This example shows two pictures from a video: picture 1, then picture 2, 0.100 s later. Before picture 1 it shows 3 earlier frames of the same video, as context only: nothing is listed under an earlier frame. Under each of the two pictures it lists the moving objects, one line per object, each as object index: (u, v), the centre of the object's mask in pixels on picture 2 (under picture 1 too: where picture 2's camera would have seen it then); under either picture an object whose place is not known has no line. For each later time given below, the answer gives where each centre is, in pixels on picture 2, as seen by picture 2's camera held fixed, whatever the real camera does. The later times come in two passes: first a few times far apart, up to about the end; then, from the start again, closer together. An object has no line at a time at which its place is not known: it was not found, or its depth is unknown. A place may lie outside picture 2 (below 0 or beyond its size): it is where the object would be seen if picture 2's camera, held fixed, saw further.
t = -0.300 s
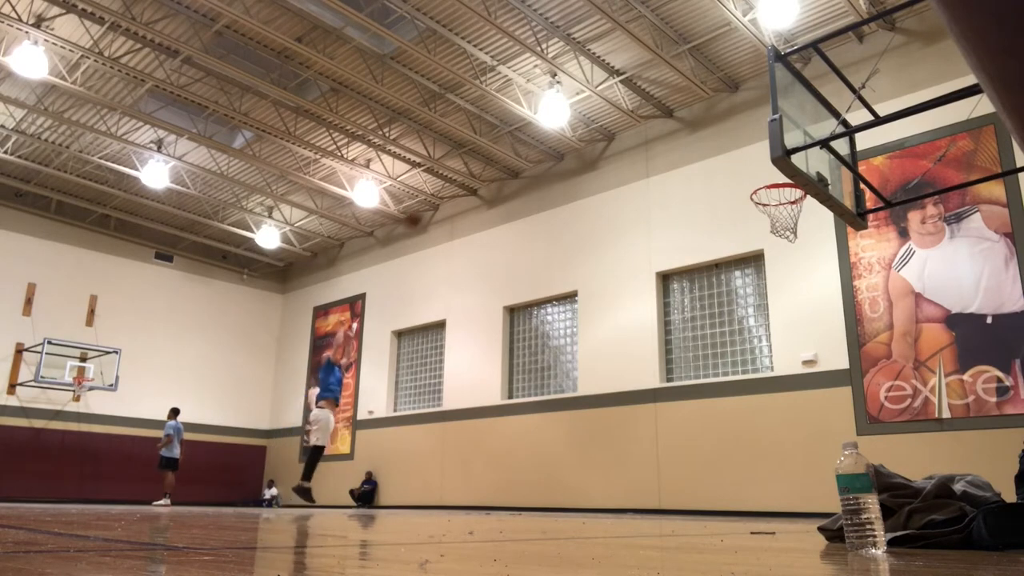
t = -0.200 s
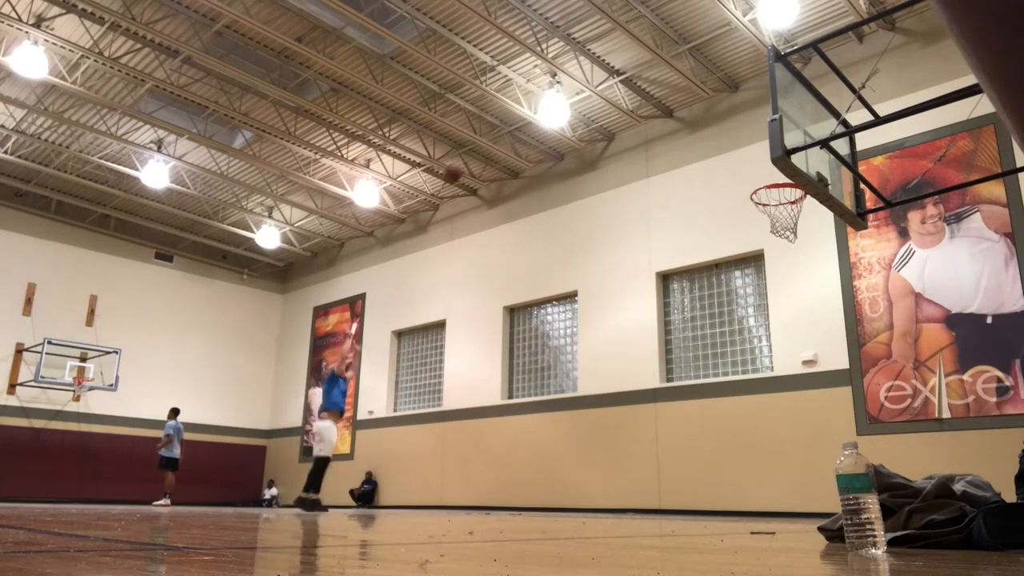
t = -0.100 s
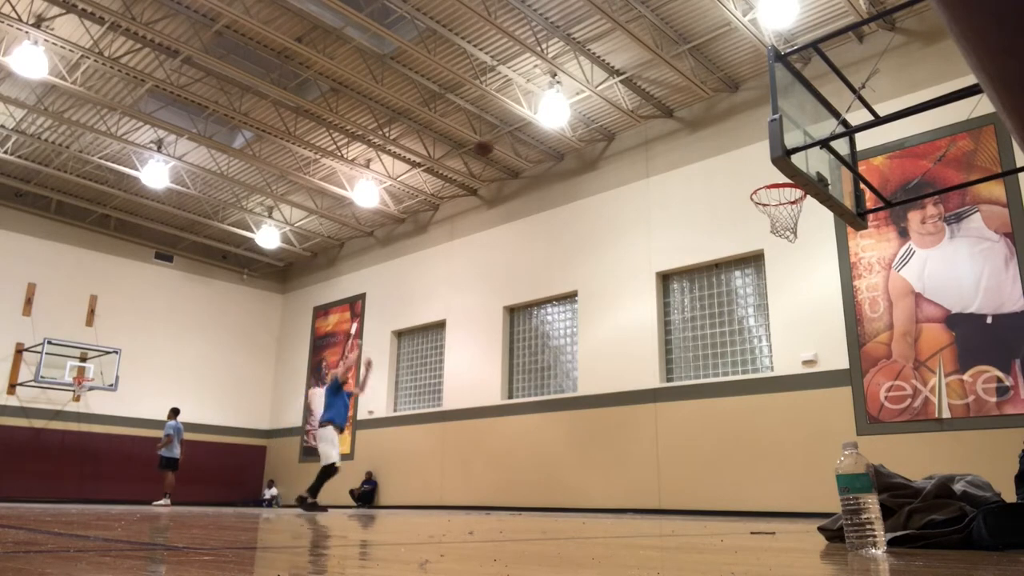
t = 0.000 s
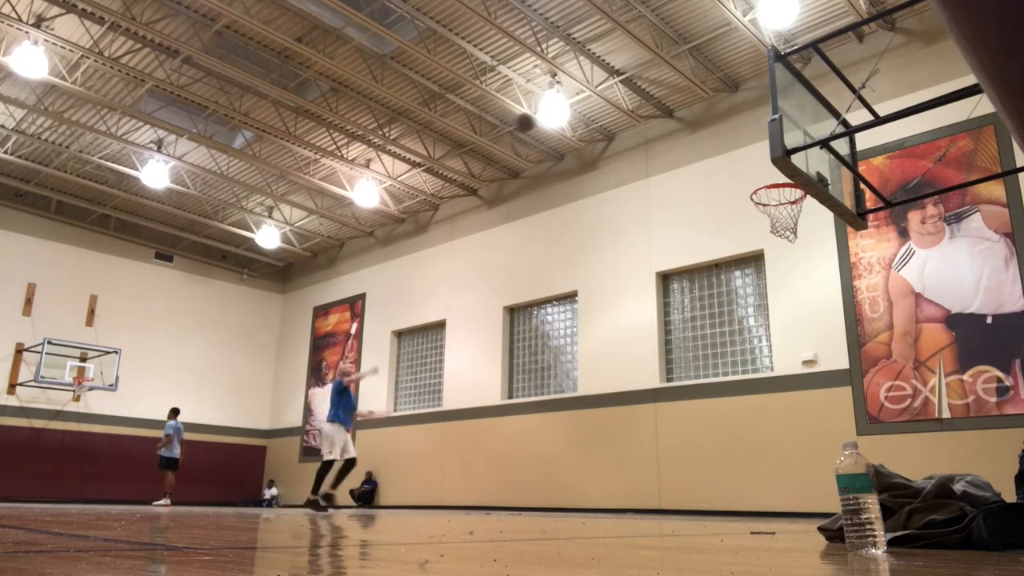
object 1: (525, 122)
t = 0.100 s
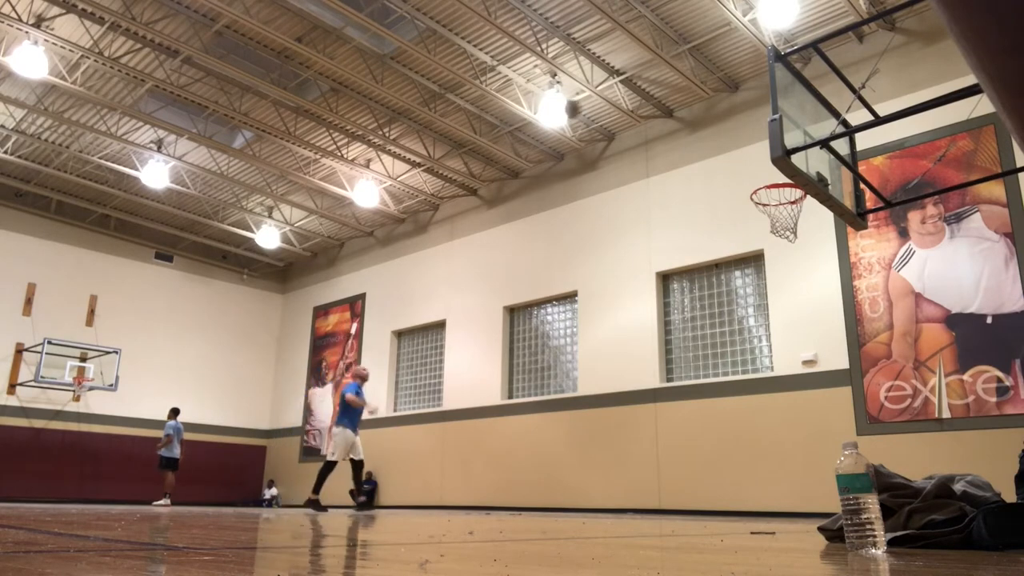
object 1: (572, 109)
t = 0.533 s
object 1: (792, 201)
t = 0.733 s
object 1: (801, 239)
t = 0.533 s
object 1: (792, 201)
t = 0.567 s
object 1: (800, 213)
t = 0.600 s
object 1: (803, 217)
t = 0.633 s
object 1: (805, 220)
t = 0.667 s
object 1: (802, 227)
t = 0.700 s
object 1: (802, 232)
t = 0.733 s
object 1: (801, 239)
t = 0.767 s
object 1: (801, 247)
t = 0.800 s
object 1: (801, 255)
